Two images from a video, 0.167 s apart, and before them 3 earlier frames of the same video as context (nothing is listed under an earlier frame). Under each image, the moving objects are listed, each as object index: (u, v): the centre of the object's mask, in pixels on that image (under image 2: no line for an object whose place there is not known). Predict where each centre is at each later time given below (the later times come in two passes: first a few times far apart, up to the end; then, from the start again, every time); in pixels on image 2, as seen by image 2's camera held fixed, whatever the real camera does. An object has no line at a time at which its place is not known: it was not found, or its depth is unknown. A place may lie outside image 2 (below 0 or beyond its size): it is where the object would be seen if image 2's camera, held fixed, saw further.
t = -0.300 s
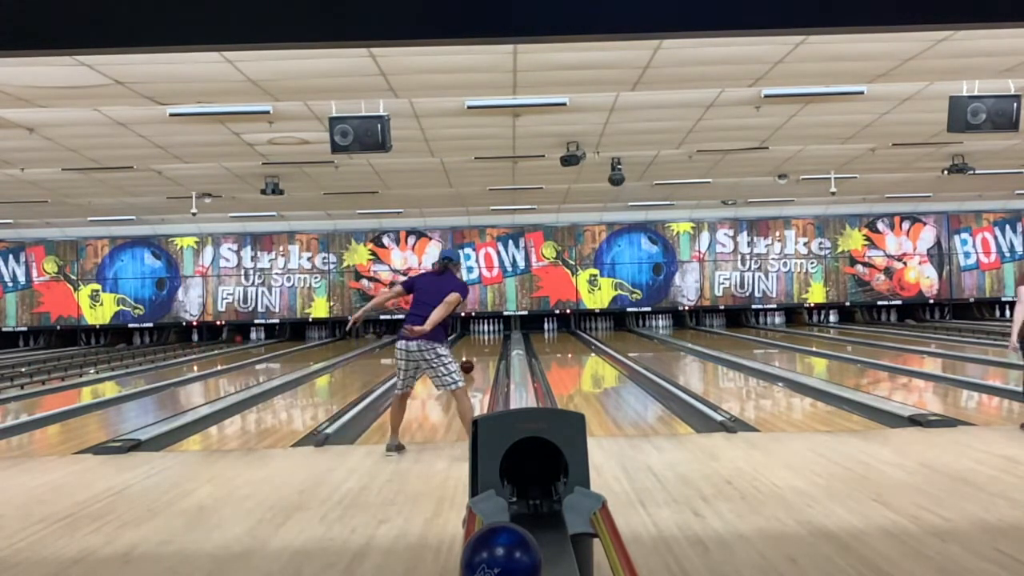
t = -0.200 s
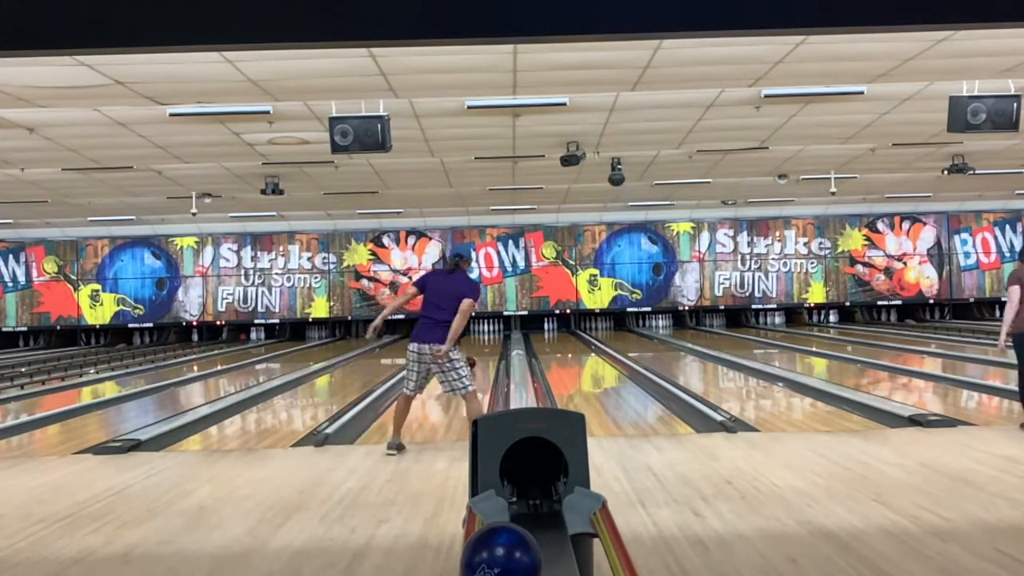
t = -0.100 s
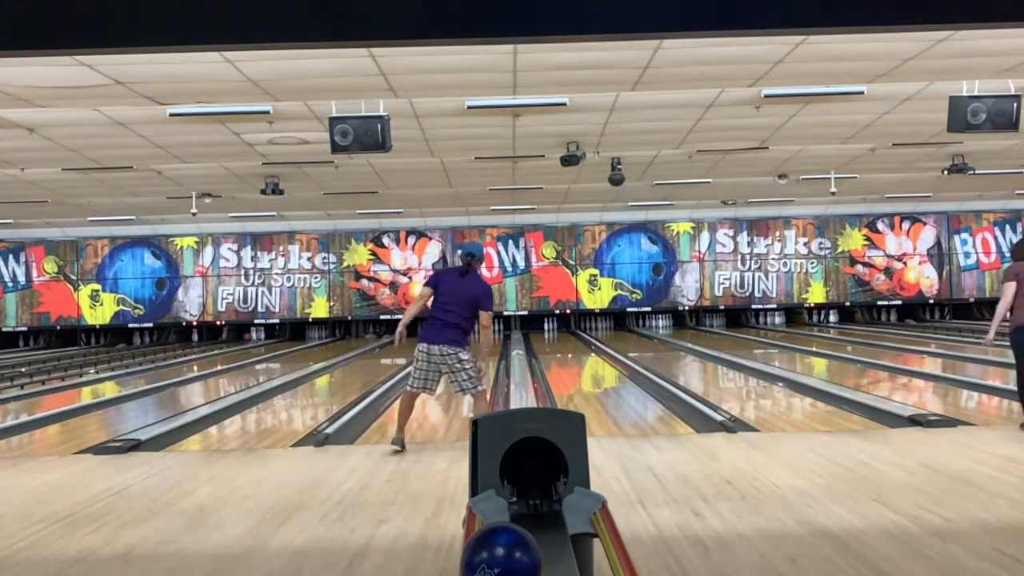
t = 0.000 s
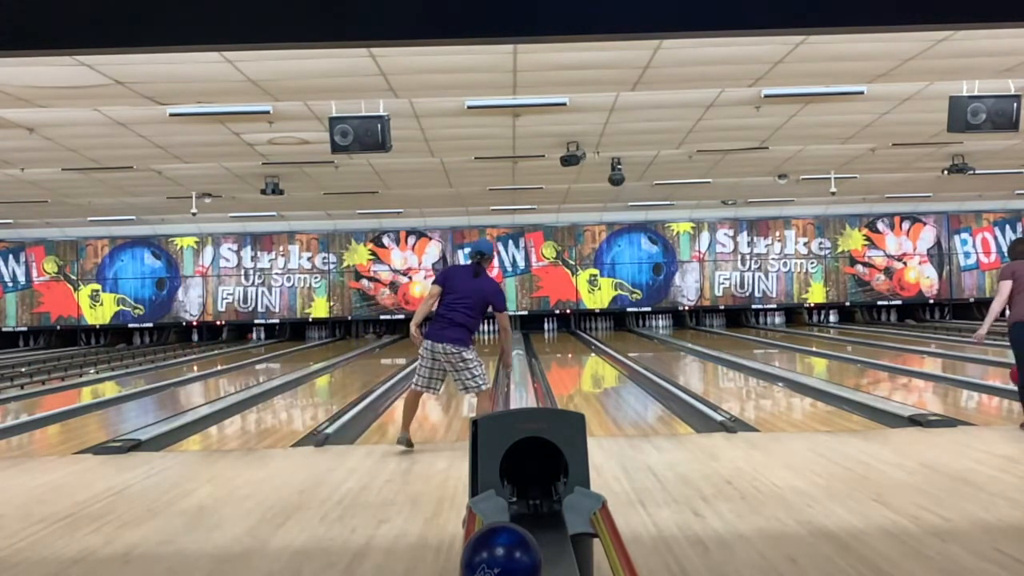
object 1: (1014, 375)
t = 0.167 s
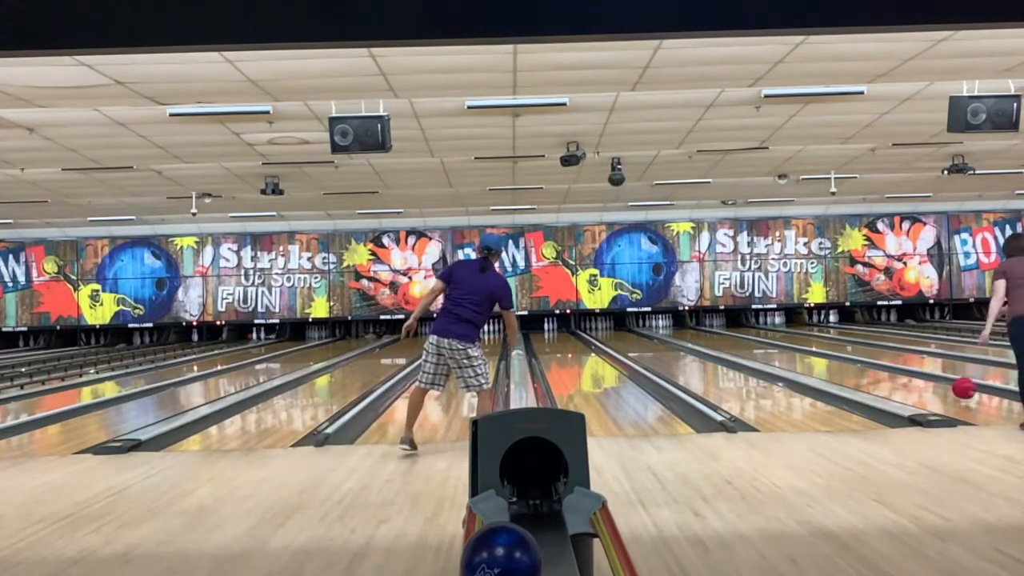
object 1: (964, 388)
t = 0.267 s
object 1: (935, 382)
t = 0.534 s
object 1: (873, 370)
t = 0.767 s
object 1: (833, 362)
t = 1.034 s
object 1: (796, 354)
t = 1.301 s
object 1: (768, 348)
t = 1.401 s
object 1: (760, 346)
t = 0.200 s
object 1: (954, 385)
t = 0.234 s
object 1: (944, 383)
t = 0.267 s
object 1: (935, 382)
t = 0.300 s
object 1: (926, 382)
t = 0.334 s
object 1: (917, 380)
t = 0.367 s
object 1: (908, 378)
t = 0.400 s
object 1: (901, 376)
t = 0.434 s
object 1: (893, 375)
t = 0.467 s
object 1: (886, 373)
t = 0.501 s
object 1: (879, 372)
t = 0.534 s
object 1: (873, 370)
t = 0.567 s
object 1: (866, 369)
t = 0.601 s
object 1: (860, 367)
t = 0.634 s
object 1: (854, 366)
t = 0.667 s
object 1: (848, 365)
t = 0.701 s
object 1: (843, 364)
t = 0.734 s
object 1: (837, 363)
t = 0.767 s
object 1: (833, 362)
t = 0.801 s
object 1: (827, 361)
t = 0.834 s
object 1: (822, 359)
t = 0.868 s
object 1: (817, 358)
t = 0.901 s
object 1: (813, 357)
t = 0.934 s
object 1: (809, 357)
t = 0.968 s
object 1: (804, 355)
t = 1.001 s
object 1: (800, 355)
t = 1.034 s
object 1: (796, 354)
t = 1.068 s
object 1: (792, 353)
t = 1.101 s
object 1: (788, 352)
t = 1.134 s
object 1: (785, 352)
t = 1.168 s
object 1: (781, 351)
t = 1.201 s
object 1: (778, 350)
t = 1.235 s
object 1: (774, 349)
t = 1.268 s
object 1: (772, 349)
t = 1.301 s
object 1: (768, 348)
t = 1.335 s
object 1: (764, 348)
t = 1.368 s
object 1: (762, 346)
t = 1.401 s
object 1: (760, 346)
